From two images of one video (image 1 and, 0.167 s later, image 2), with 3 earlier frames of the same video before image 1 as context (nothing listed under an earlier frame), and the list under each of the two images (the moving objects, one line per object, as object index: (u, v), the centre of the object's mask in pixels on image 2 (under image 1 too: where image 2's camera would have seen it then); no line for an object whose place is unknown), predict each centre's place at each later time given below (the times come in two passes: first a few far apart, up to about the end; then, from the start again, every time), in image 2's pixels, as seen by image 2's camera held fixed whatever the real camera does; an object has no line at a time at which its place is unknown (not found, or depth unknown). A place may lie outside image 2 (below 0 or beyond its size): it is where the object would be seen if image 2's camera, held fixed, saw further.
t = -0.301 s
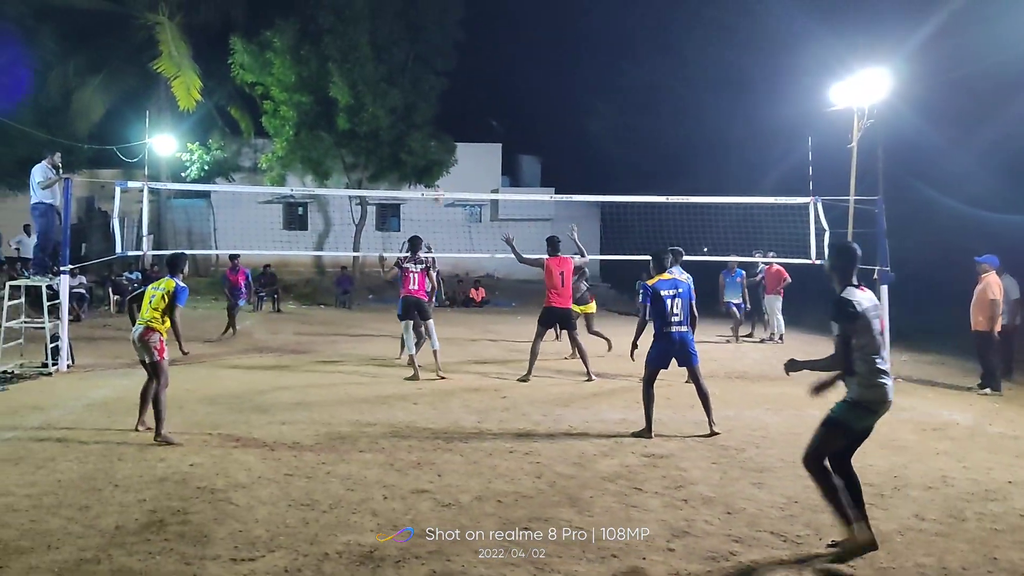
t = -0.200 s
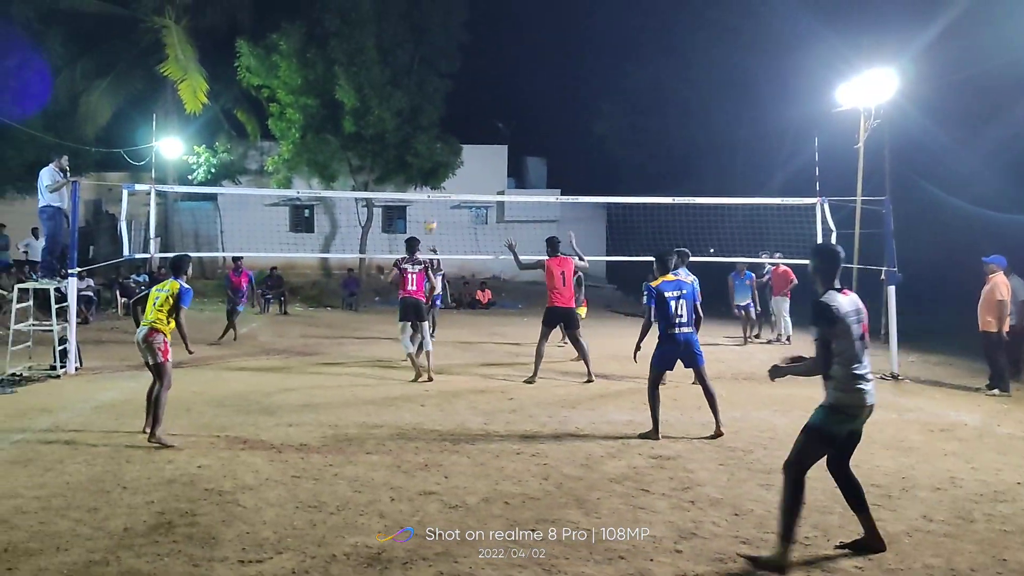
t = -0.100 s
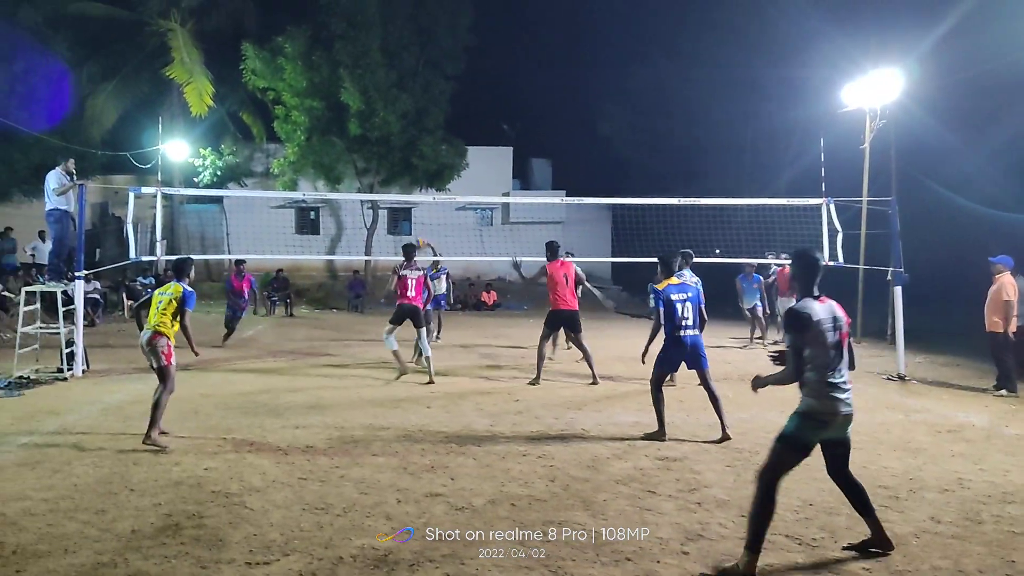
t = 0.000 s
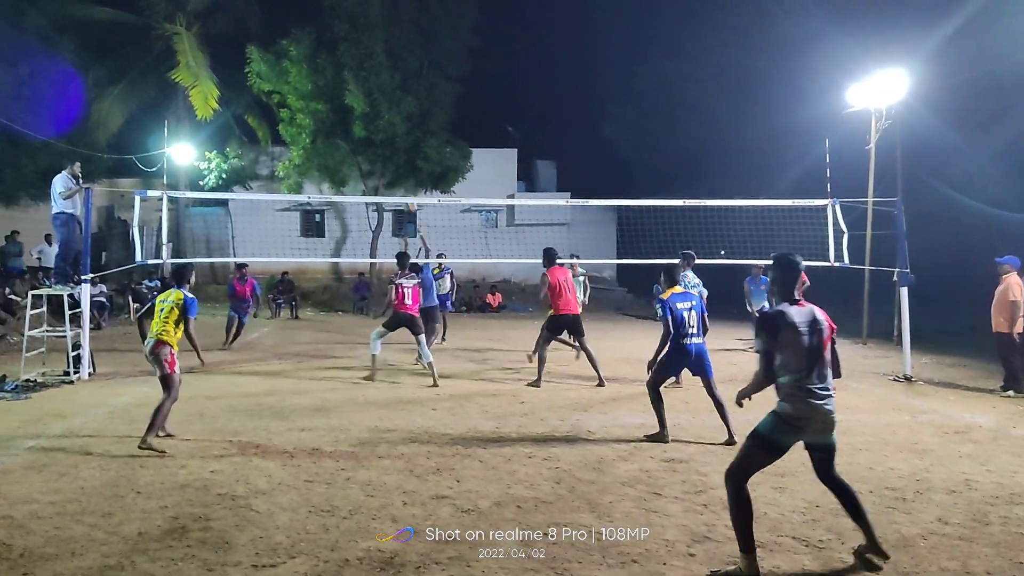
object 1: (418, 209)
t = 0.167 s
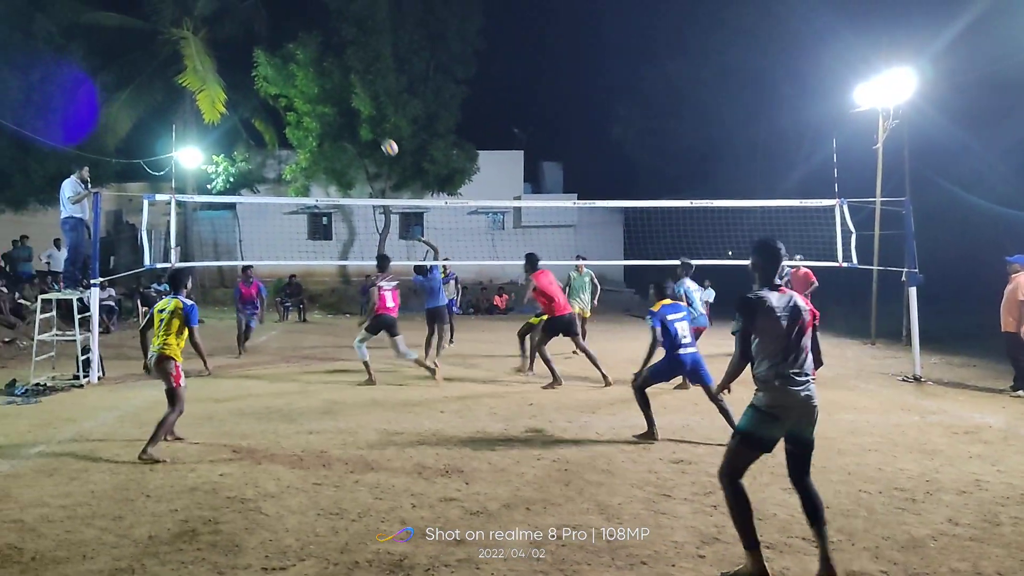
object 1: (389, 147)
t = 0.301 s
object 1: (369, 114)
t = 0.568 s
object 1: (328, 83)
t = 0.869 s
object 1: (282, 103)
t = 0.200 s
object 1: (384, 138)
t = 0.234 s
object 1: (379, 130)
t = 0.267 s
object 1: (374, 122)
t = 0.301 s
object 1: (369, 114)
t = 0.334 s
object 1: (364, 108)
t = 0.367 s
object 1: (359, 102)
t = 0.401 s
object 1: (353, 97)
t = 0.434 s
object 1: (348, 93)
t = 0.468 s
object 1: (343, 89)
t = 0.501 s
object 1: (338, 86)
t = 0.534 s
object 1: (333, 84)
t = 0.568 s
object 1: (328, 83)
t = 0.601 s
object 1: (323, 82)
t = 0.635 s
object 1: (318, 82)
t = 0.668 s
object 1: (313, 83)
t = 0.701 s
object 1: (307, 84)
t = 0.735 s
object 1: (302, 87)
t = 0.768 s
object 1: (297, 89)
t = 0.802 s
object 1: (292, 94)
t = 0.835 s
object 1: (287, 98)
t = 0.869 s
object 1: (282, 103)
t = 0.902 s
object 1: (277, 110)
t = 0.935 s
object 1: (271, 116)
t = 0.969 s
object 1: (266, 124)
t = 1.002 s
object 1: (262, 132)
